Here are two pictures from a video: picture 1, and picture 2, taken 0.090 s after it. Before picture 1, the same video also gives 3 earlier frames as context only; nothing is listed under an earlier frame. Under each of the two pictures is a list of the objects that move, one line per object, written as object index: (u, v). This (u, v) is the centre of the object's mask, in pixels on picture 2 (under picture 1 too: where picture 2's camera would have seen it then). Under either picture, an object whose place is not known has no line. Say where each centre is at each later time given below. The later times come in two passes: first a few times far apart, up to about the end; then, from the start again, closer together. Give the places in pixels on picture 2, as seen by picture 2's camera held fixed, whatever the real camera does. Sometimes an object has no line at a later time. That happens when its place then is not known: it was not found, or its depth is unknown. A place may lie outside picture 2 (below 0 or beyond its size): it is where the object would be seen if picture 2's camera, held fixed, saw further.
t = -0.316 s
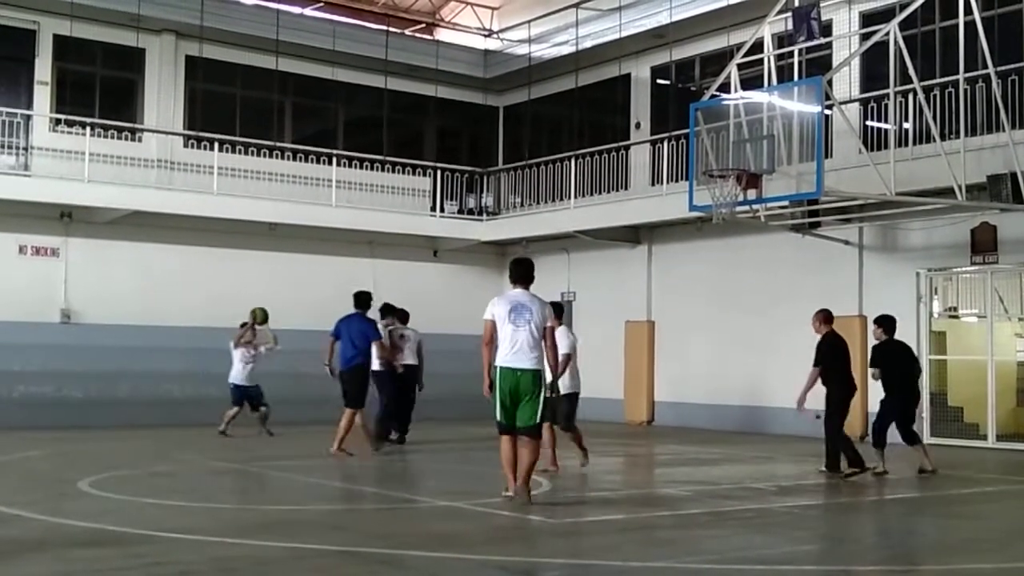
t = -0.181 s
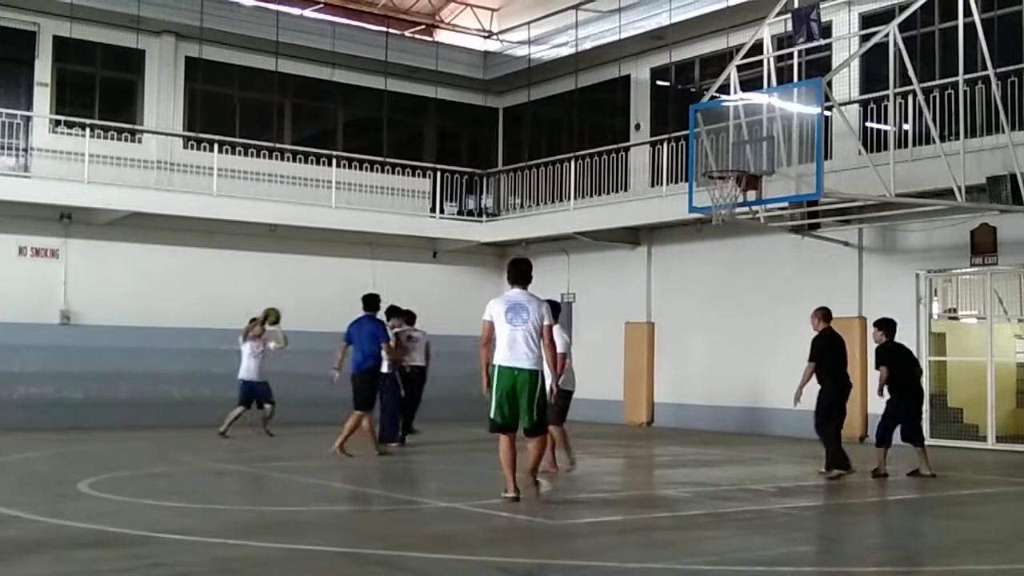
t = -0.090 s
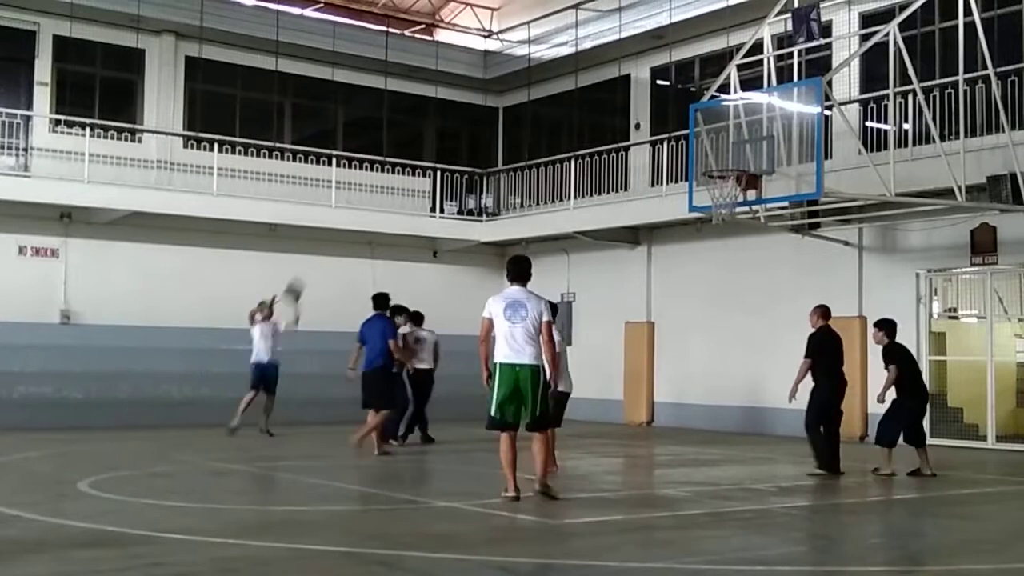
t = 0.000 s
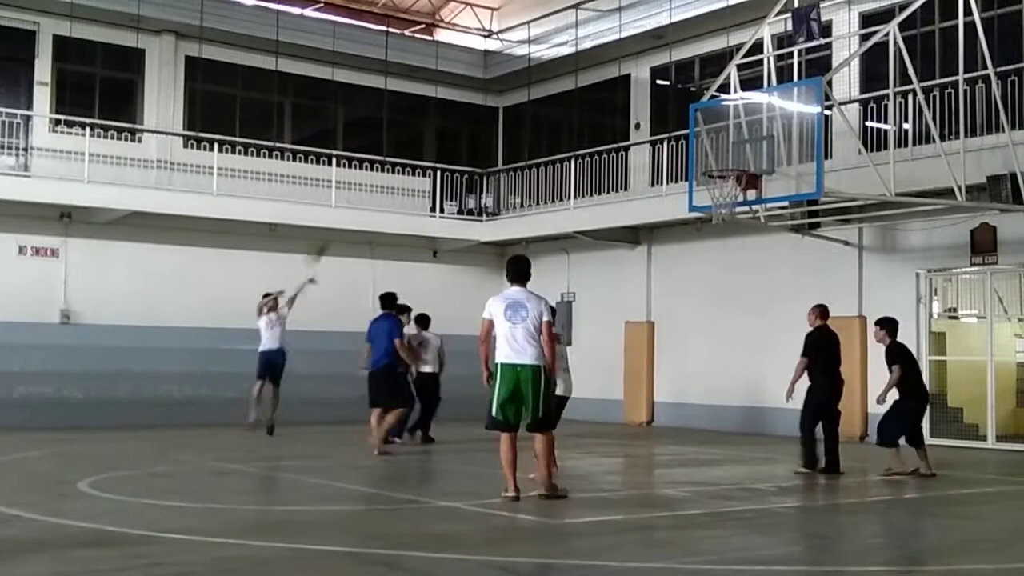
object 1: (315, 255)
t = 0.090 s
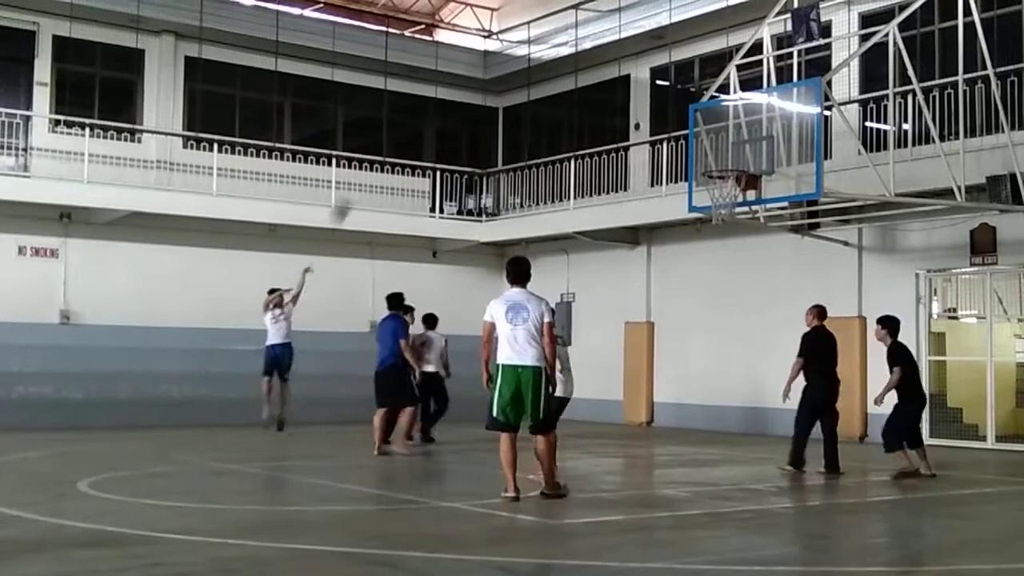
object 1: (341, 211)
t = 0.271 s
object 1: (403, 133)
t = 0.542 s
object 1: (481, 74)
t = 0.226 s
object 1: (390, 146)
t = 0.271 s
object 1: (403, 133)
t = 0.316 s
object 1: (416, 119)
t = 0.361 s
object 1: (429, 107)
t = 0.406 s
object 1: (441, 98)
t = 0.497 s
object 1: (468, 80)
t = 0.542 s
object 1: (481, 74)
